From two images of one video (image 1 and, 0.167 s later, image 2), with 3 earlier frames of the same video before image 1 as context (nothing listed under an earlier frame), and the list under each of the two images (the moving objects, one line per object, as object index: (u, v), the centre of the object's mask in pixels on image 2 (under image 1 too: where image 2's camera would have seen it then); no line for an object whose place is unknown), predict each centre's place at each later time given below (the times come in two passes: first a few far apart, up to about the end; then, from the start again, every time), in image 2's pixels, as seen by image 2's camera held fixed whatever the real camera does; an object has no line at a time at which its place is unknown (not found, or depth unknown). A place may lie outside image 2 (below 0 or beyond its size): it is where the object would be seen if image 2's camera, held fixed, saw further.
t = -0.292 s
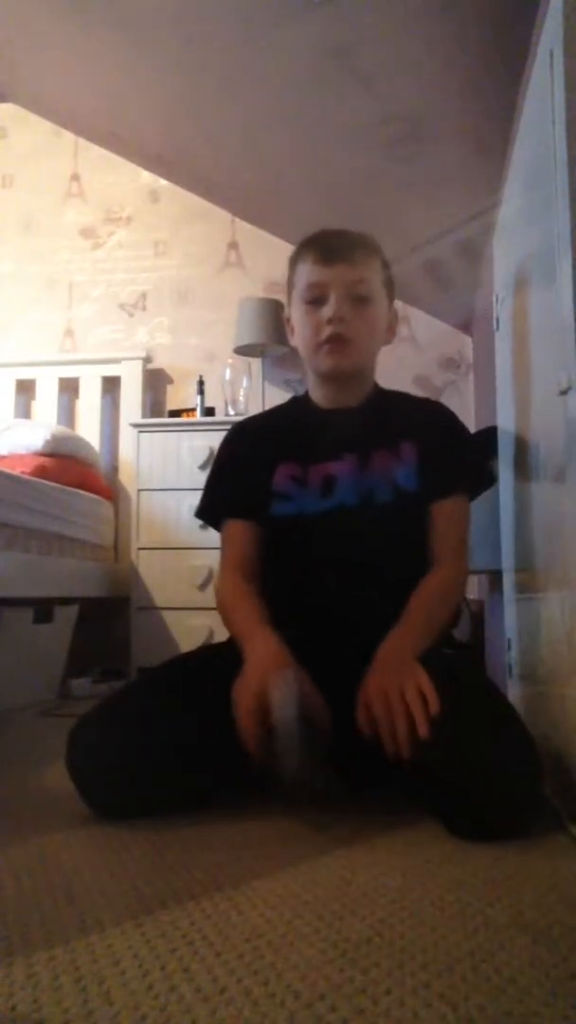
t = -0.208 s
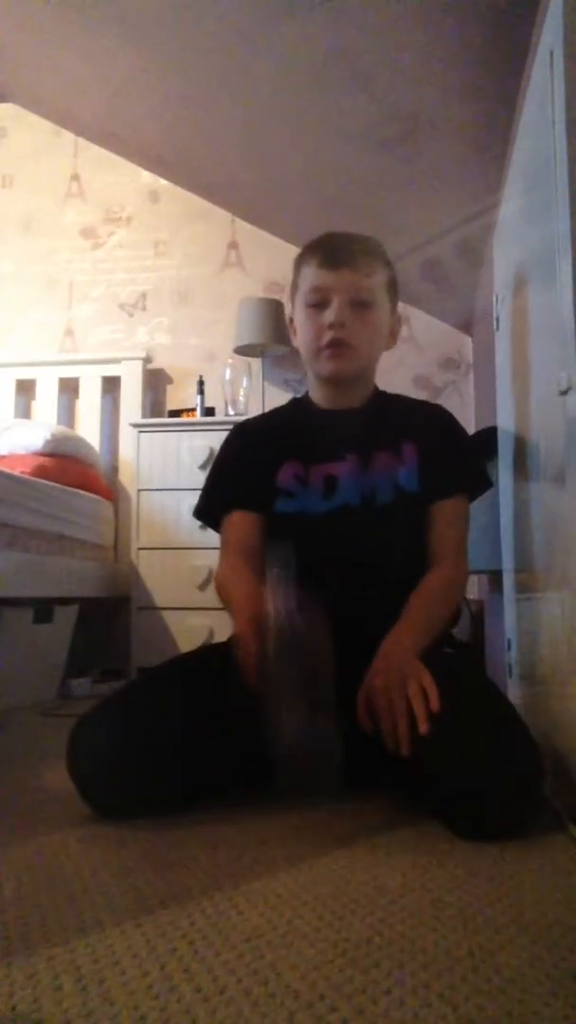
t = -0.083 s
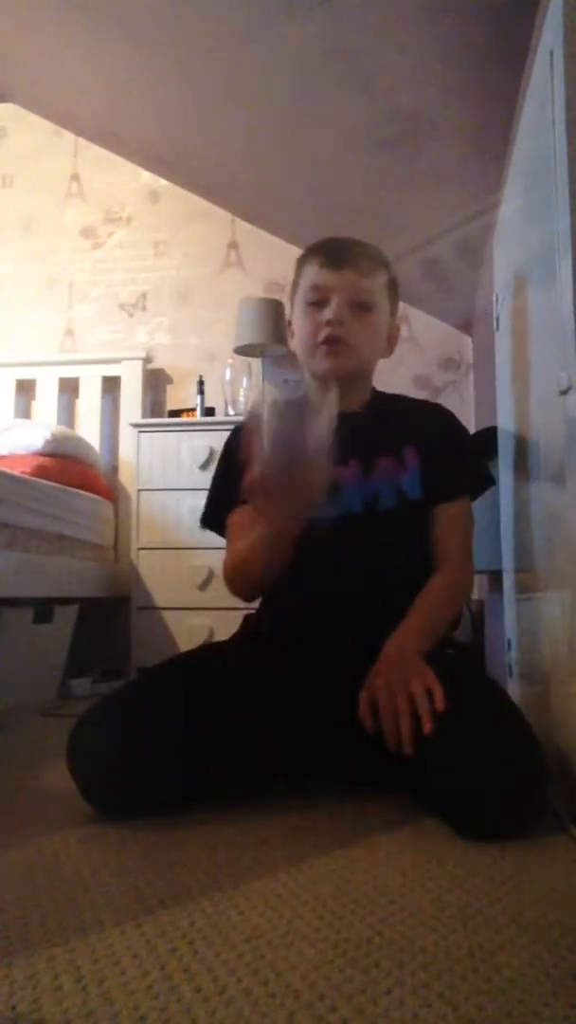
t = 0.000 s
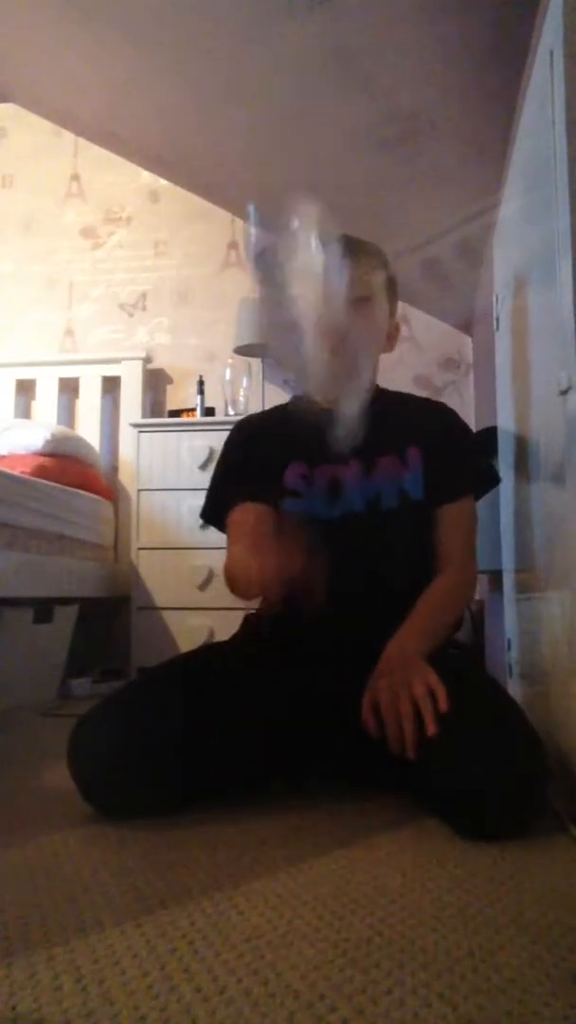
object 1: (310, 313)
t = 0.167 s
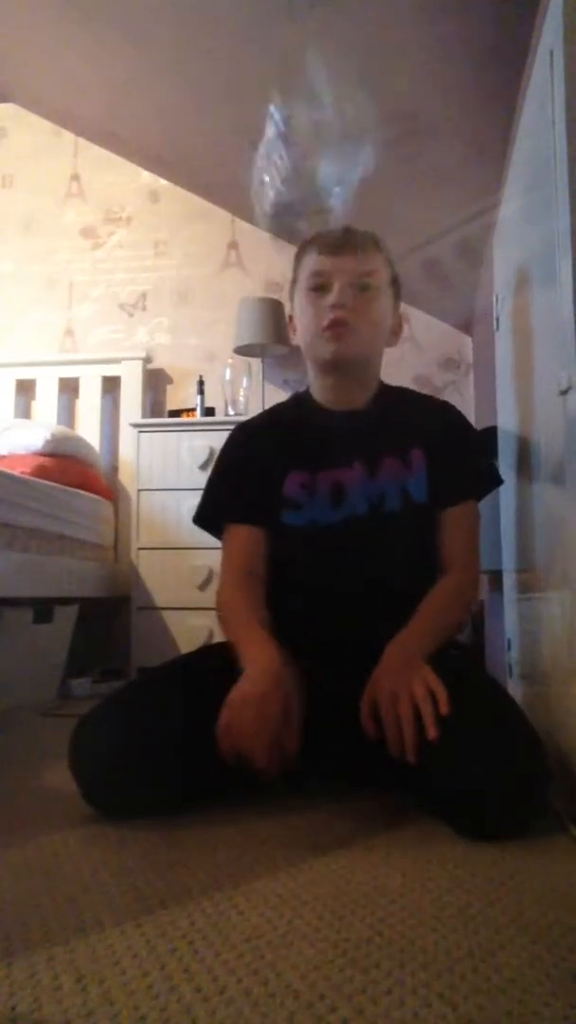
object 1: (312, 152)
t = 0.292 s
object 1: (305, 259)
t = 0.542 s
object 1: (279, 933)
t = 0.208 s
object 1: (310, 149)
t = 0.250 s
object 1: (305, 181)
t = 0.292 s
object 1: (305, 259)
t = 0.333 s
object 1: (312, 379)
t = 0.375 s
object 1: (313, 538)
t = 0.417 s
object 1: (303, 663)
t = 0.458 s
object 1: (309, 874)
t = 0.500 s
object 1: (309, 936)
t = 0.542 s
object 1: (279, 933)
